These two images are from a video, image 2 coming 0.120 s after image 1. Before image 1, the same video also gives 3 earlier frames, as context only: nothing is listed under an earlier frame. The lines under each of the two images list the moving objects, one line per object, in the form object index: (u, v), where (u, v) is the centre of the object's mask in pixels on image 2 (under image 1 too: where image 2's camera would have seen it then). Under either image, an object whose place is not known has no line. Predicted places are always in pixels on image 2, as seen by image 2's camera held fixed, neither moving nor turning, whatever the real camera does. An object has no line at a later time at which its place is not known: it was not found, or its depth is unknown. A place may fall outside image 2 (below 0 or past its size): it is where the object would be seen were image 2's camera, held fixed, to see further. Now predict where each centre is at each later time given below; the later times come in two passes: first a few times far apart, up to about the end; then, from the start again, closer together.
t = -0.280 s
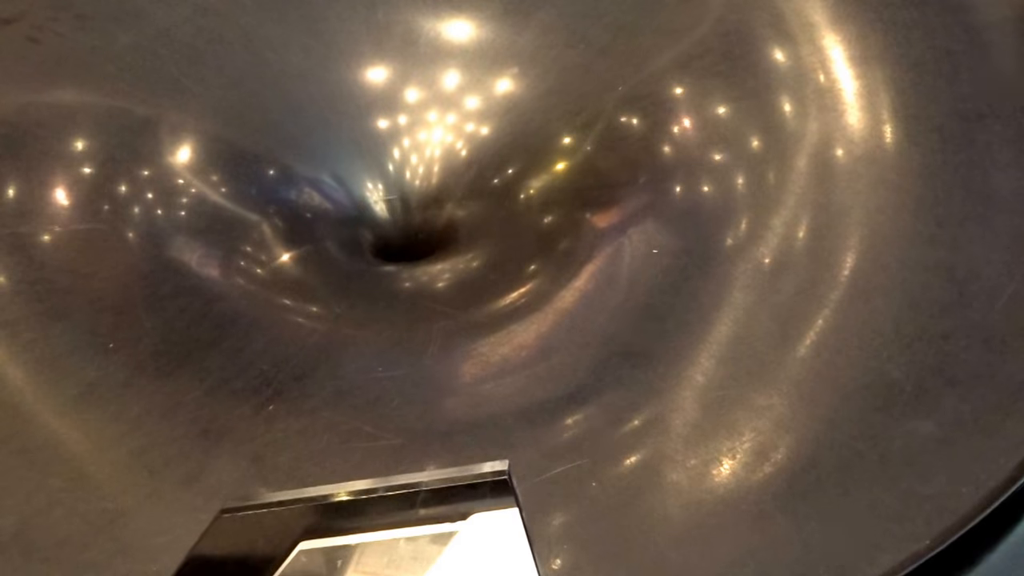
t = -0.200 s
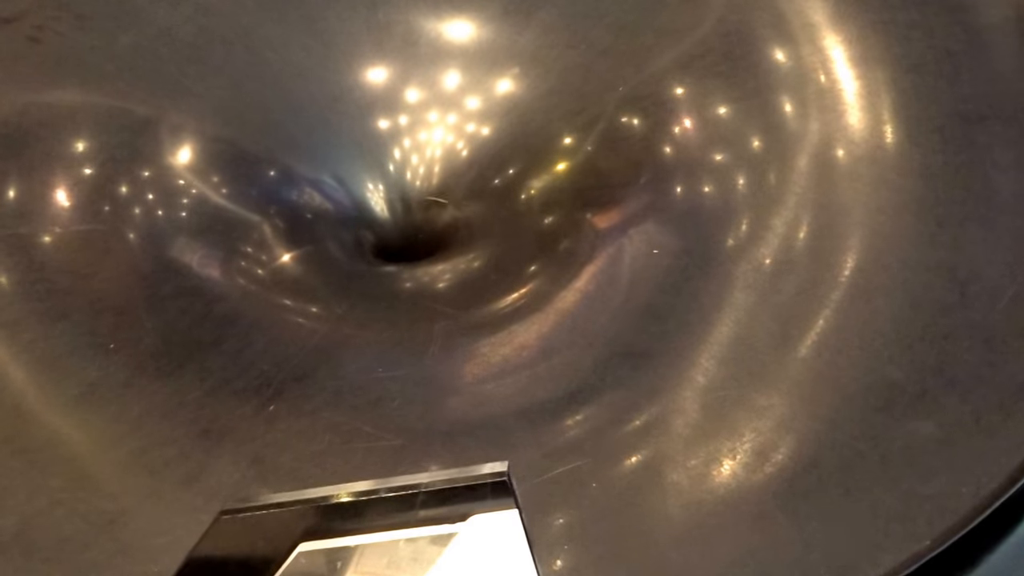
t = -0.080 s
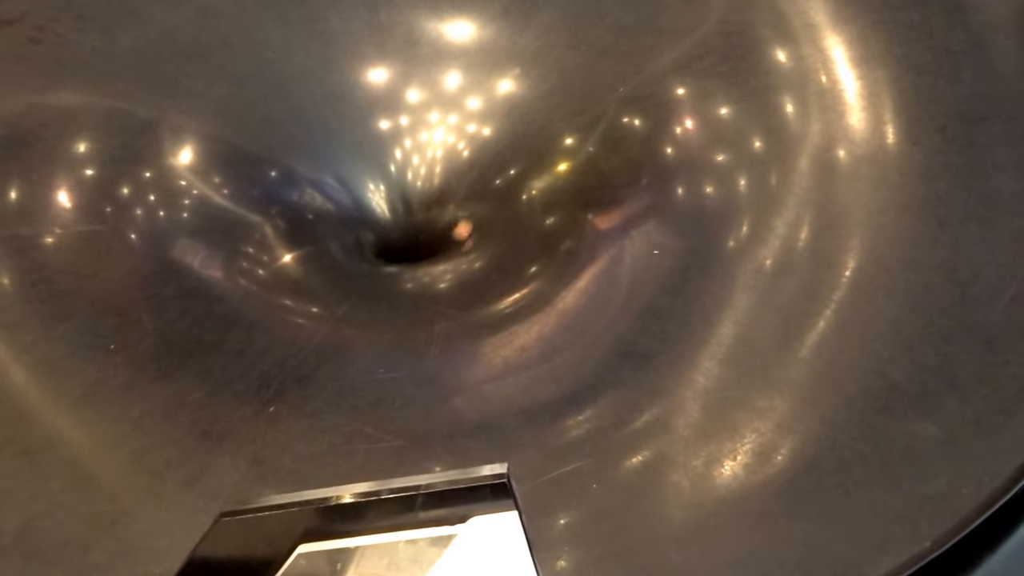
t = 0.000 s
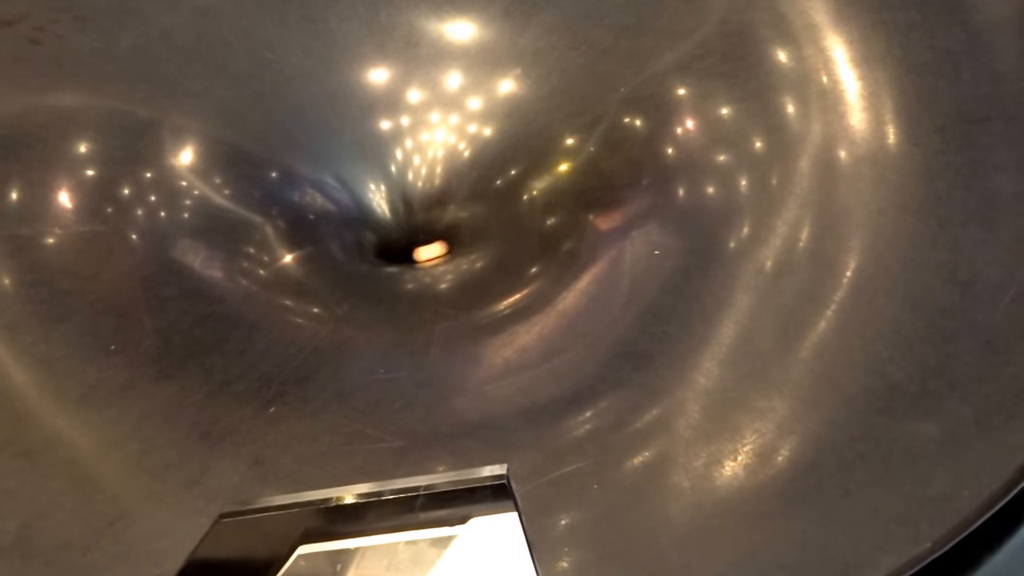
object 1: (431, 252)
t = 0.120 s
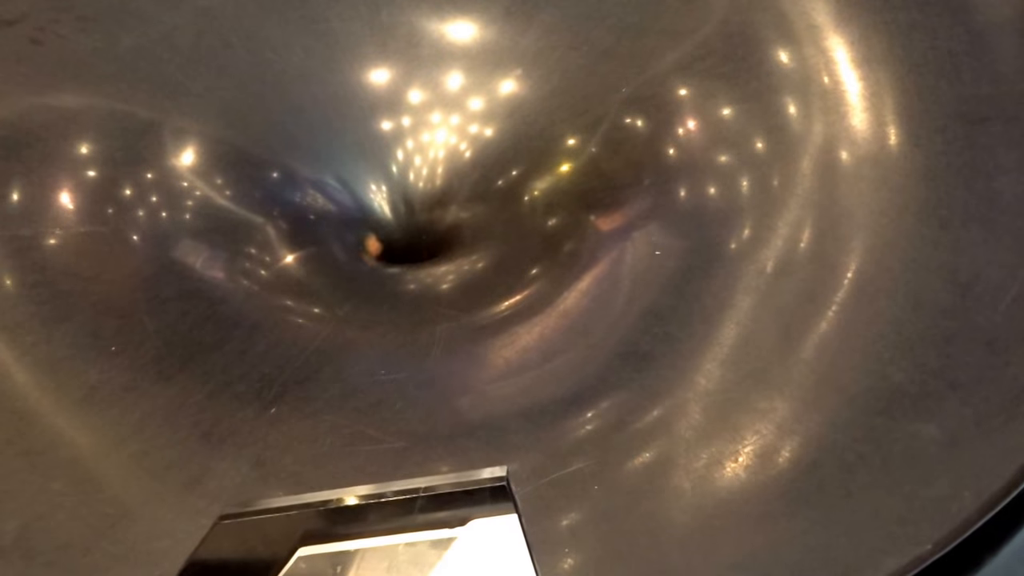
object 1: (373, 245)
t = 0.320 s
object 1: (448, 183)
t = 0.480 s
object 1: (447, 241)
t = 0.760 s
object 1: (397, 180)
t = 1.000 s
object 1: (401, 258)
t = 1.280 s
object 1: (427, 213)
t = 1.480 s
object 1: (382, 255)
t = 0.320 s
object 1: (448, 183)
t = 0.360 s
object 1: (460, 188)
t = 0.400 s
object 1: (467, 204)
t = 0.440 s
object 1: (462, 222)
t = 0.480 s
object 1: (447, 241)
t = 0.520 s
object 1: (424, 256)
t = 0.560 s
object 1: (395, 257)
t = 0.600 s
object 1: (374, 243)
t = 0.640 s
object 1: (365, 223)
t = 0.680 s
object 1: (366, 204)
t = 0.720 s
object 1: (378, 186)
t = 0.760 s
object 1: (397, 180)
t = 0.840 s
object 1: (436, 193)
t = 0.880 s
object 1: (446, 214)
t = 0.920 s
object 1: (446, 233)
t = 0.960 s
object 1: (427, 254)
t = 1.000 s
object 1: (401, 258)
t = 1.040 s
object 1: (376, 249)
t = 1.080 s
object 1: (361, 236)
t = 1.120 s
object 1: (355, 221)
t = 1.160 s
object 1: (361, 208)
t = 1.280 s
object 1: (427, 213)
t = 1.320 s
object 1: (442, 231)
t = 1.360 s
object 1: (439, 247)
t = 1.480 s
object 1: (382, 255)
